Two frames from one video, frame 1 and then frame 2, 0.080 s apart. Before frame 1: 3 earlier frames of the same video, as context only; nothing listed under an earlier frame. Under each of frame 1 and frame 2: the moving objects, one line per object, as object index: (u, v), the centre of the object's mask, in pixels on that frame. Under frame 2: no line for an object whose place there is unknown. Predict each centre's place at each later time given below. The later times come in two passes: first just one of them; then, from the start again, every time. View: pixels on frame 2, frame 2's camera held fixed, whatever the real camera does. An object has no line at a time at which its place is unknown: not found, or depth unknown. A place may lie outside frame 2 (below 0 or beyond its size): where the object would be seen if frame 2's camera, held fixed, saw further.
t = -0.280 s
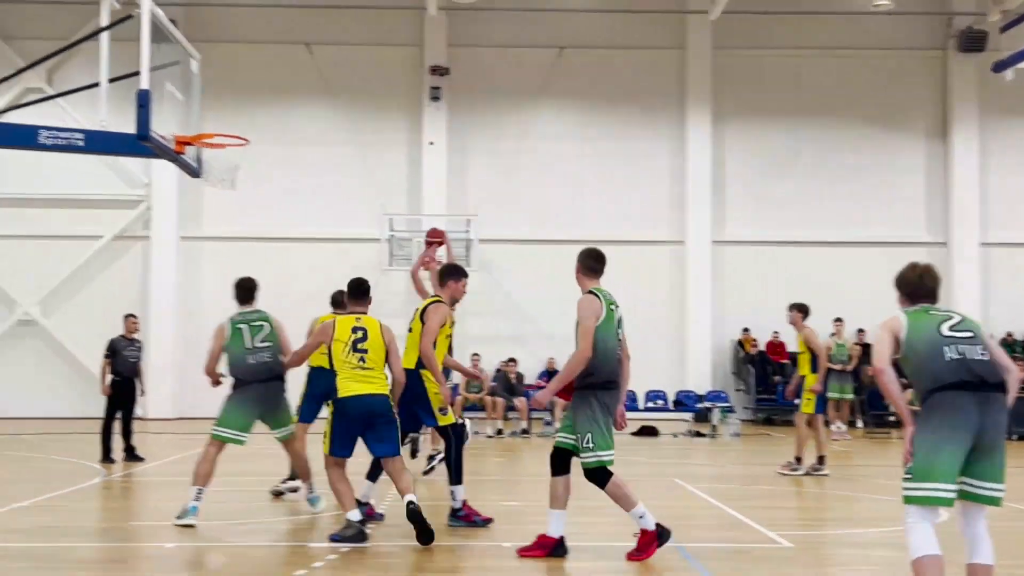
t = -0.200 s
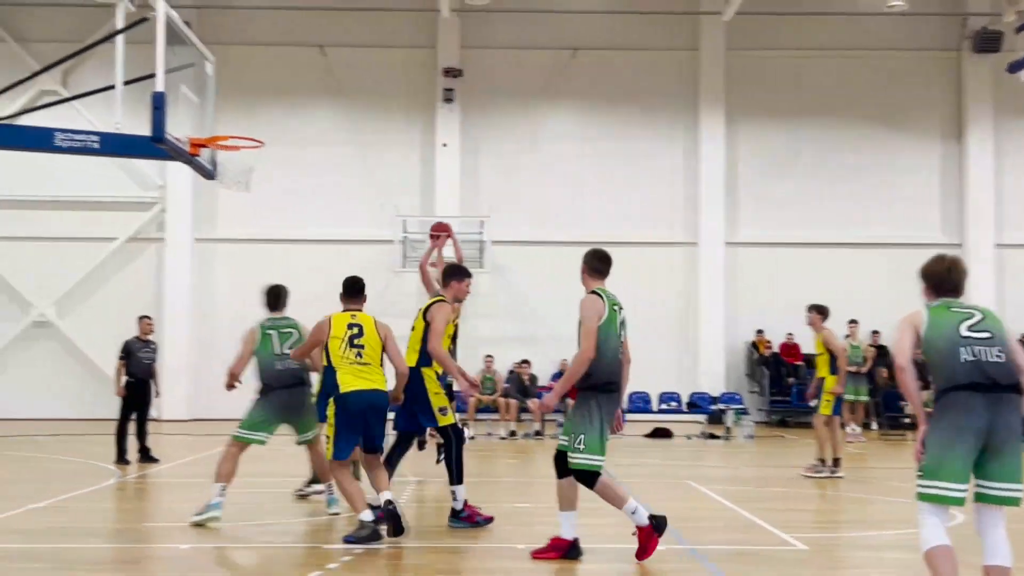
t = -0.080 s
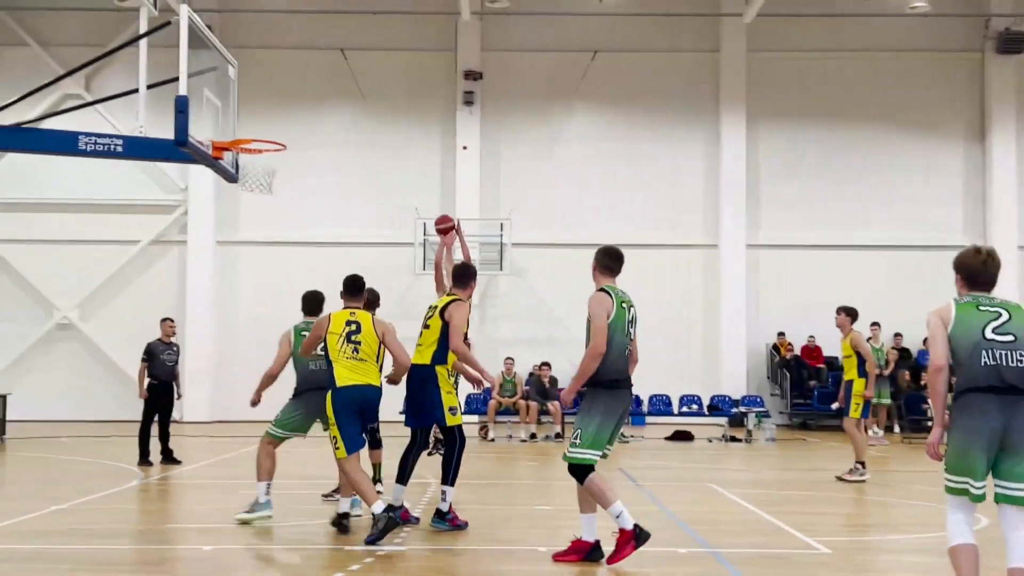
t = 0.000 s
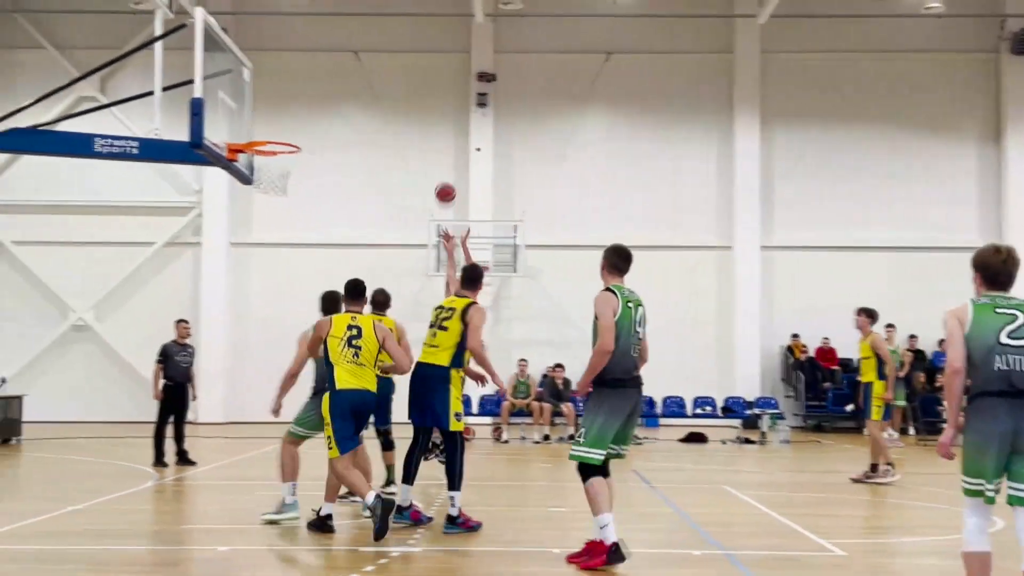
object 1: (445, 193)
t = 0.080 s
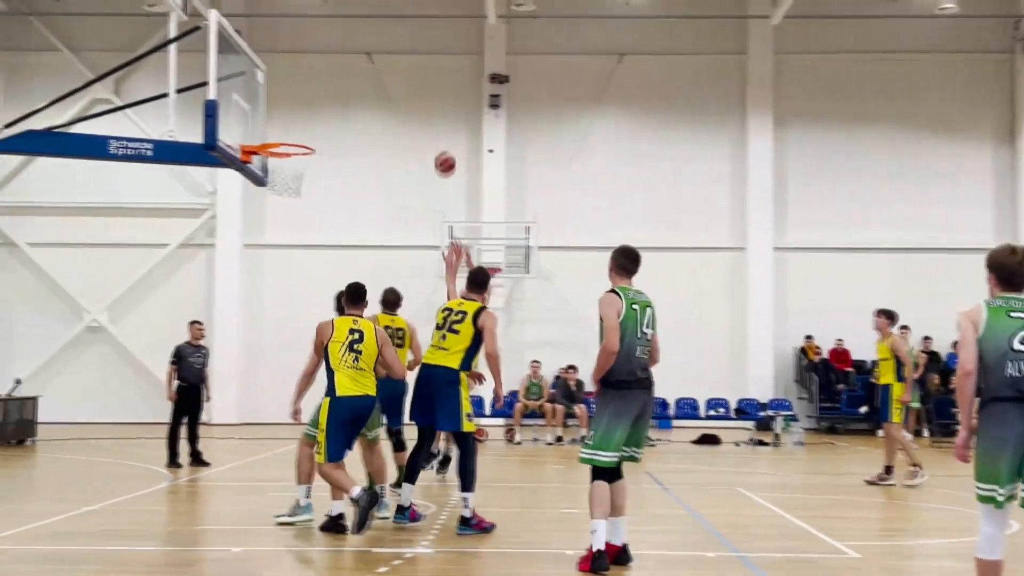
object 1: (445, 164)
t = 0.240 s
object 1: (415, 117)
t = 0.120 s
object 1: (438, 150)
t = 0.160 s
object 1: (431, 137)
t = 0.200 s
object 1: (424, 125)
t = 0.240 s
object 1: (415, 117)
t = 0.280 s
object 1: (406, 107)
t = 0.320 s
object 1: (398, 99)
